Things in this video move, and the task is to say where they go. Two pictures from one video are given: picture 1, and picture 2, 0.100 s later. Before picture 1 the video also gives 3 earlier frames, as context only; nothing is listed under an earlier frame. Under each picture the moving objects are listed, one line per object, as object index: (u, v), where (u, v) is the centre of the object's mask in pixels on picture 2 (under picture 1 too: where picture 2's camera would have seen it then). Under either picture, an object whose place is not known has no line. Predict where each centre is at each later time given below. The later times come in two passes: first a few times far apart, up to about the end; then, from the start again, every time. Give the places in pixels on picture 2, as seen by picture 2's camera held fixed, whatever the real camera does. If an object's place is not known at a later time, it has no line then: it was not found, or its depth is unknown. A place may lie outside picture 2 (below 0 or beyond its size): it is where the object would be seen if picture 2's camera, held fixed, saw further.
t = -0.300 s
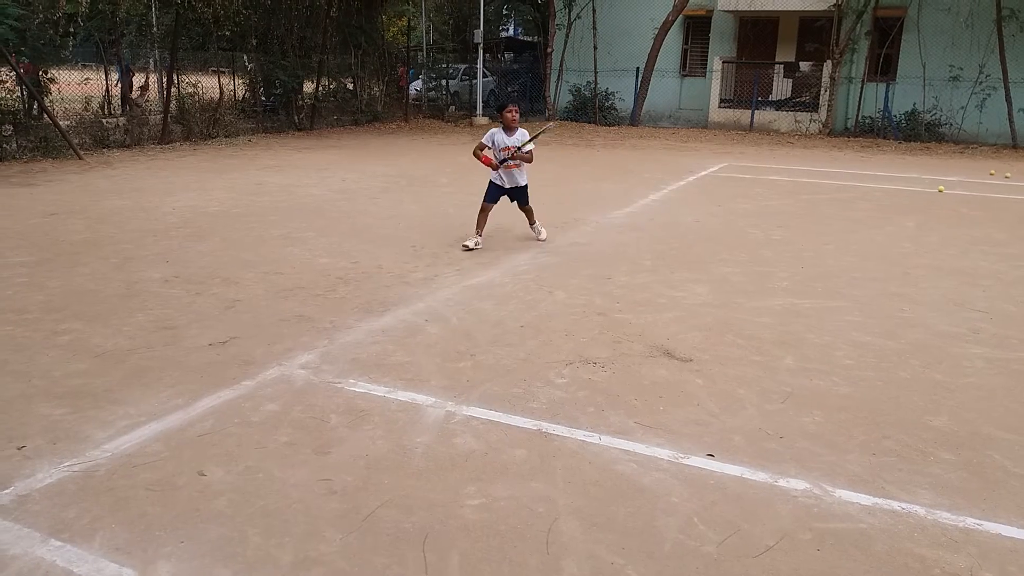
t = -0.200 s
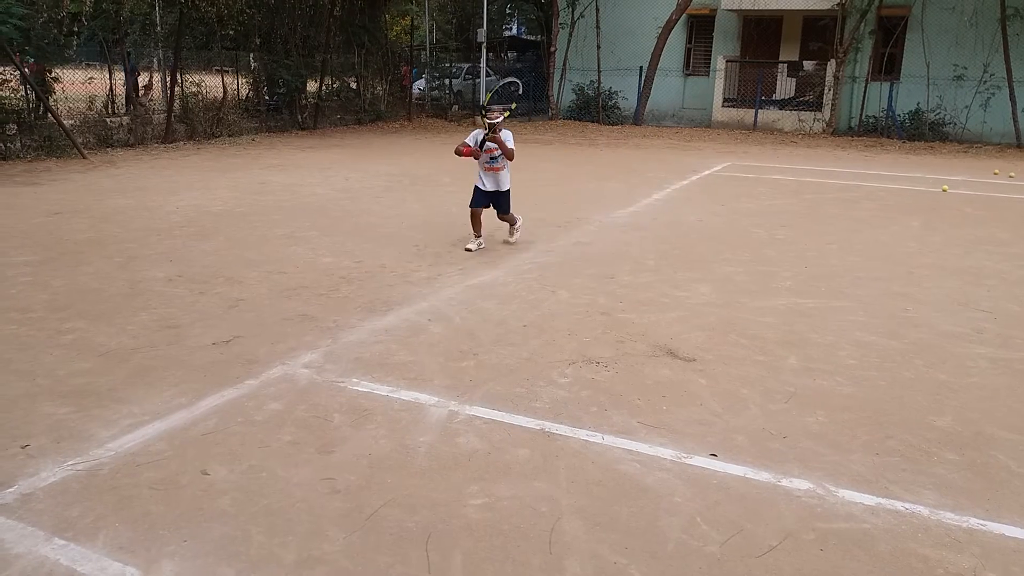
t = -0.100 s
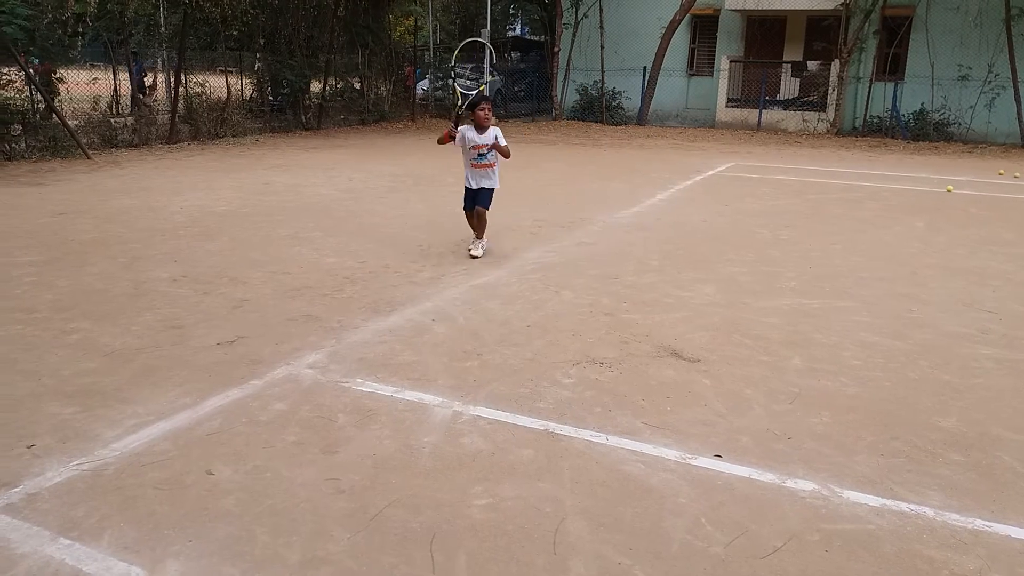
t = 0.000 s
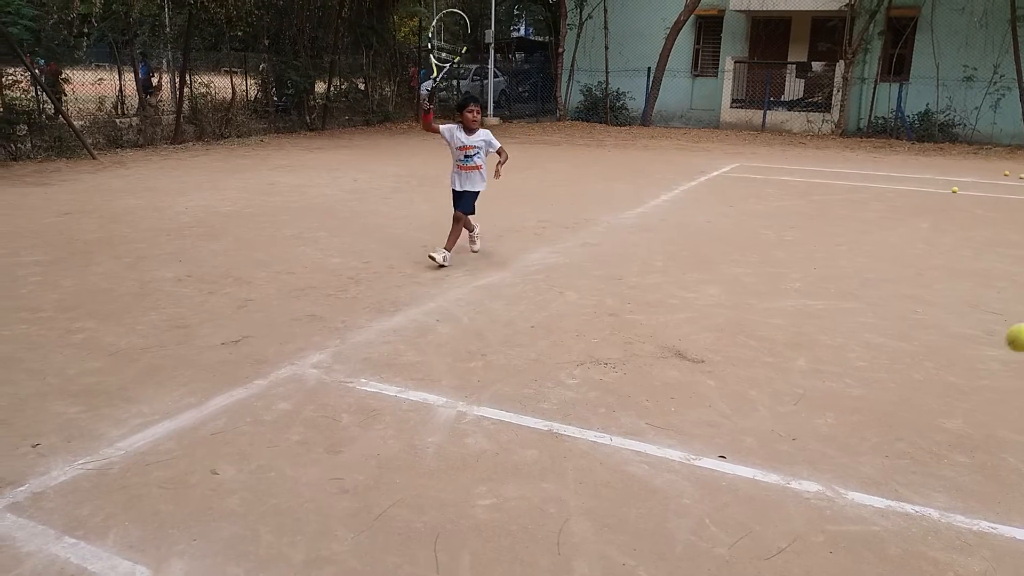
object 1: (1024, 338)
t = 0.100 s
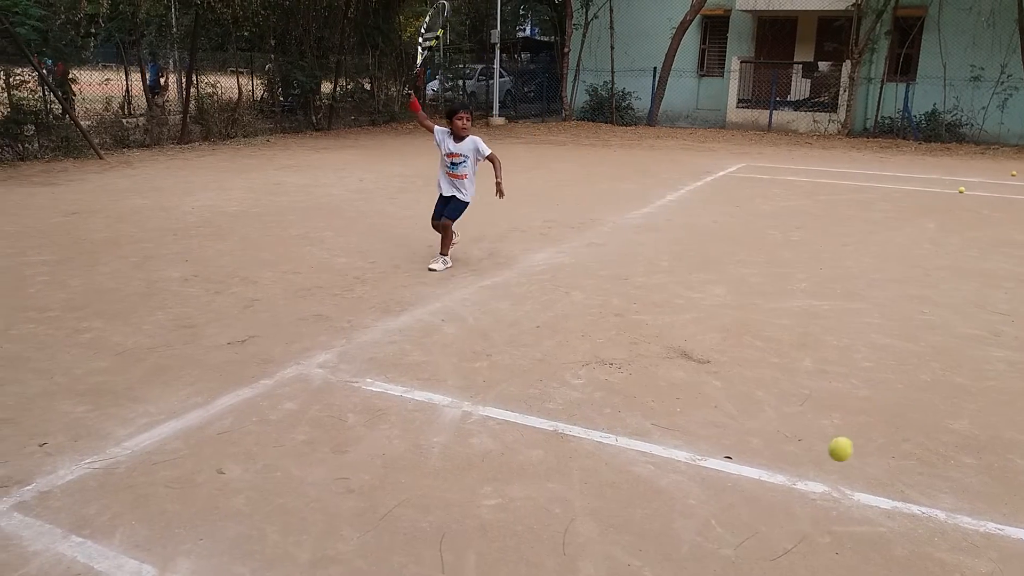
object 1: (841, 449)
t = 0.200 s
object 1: (738, 428)
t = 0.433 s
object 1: (595, 236)
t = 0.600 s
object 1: (507, 200)
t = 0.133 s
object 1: (789, 485)
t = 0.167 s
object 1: (759, 471)
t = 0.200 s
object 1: (738, 428)
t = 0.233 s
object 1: (717, 390)
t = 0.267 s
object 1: (696, 355)
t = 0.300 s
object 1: (675, 324)
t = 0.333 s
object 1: (655, 296)
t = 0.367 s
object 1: (635, 273)
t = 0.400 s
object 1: (615, 252)
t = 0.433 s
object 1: (595, 236)
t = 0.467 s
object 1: (577, 222)
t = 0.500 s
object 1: (559, 212)
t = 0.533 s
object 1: (541, 205)
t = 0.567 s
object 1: (523, 201)
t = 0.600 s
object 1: (507, 200)
